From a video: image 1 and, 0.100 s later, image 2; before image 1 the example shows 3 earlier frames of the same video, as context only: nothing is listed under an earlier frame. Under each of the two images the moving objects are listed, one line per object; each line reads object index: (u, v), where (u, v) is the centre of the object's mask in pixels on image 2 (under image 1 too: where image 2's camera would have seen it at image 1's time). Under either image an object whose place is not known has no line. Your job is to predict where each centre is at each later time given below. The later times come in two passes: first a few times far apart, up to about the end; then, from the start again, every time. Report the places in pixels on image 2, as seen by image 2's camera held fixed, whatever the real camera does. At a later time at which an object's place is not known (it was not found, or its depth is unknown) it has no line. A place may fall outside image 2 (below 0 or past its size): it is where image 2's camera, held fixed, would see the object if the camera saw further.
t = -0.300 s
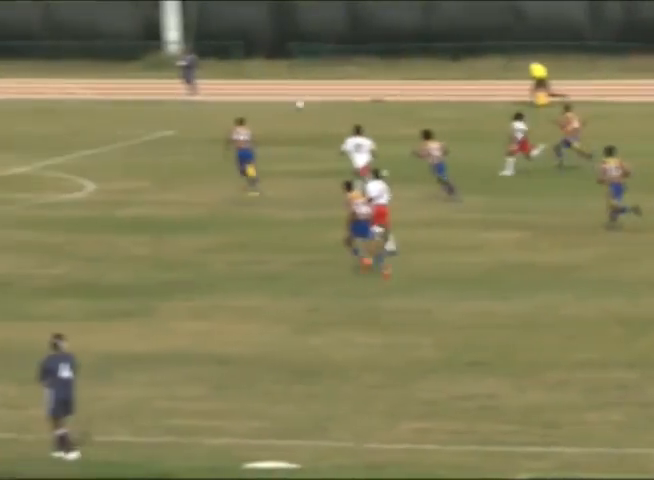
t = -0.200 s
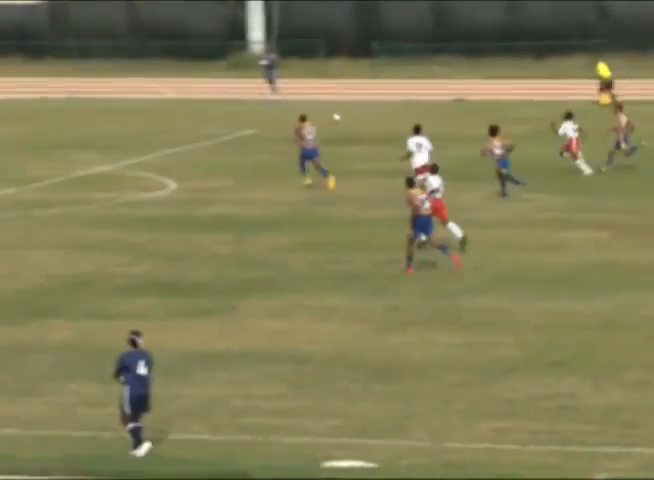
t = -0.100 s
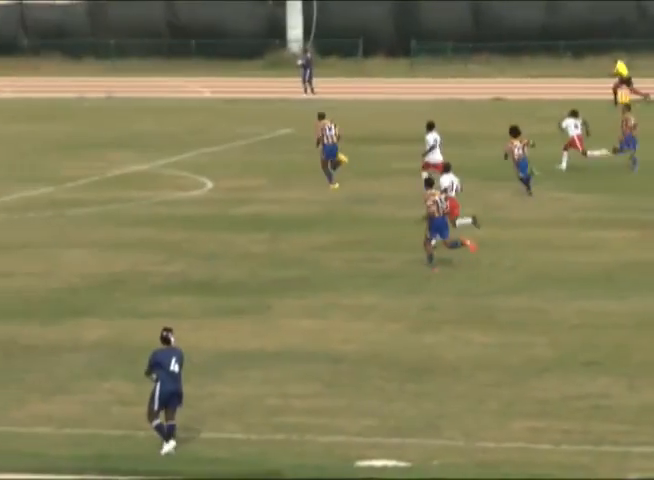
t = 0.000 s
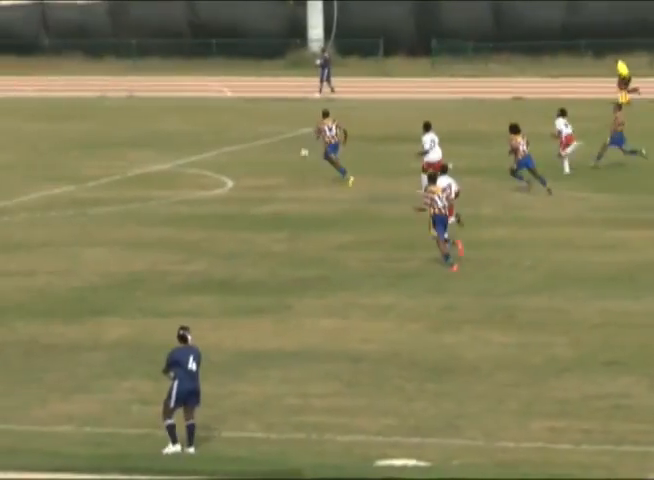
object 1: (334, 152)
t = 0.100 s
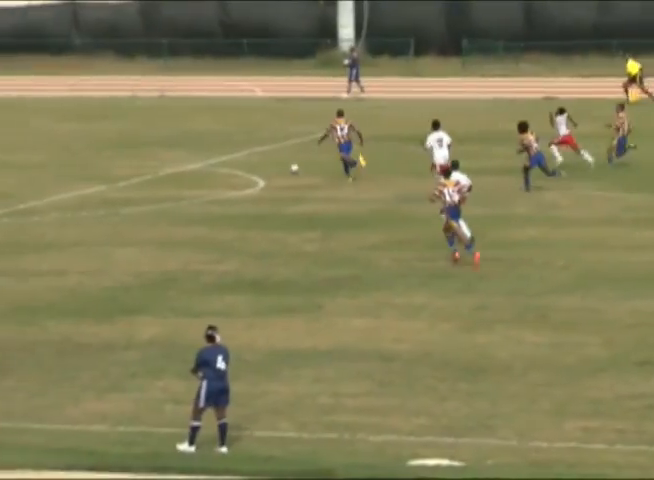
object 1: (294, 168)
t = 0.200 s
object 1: (268, 148)
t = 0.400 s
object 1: (217, 122)
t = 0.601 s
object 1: (166, 114)
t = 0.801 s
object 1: (119, 121)
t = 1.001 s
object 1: (73, 146)
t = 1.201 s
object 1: (32, 156)
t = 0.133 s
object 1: (286, 160)
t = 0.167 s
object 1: (277, 153)
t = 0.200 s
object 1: (268, 148)
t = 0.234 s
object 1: (259, 142)
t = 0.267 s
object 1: (251, 137)
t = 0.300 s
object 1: (242, 132)
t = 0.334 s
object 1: (234, 128)
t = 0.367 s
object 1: (225, 125)
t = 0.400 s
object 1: (217, 122)
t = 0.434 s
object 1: (209, 119)
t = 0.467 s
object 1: (200, 117)
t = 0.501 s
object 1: (192, 116)
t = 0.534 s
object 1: (184, 115)
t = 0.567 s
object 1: (175, 114)
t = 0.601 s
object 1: (166, 114)
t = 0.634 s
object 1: (157, 114)
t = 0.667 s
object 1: (151, 114)
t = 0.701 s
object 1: (142, 114)
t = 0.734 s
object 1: (134, 117)
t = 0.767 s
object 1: (126, 119)
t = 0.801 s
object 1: (119, 121)
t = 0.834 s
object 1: (111, 124)
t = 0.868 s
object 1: (103, 128)
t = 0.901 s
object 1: (95, 132)
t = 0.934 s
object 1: (88, 136)
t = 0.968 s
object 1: (81, 141)
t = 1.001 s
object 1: (73, 146)
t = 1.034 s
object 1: (65, 152)
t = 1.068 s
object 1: (58, 158)
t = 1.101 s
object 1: (50, 164)
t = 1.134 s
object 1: (43, 164)
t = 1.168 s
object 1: (38, 160)
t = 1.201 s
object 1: (32, 156)
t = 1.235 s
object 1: (25, 151)
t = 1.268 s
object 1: (19, 149)
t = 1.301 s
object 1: (14, 147)
